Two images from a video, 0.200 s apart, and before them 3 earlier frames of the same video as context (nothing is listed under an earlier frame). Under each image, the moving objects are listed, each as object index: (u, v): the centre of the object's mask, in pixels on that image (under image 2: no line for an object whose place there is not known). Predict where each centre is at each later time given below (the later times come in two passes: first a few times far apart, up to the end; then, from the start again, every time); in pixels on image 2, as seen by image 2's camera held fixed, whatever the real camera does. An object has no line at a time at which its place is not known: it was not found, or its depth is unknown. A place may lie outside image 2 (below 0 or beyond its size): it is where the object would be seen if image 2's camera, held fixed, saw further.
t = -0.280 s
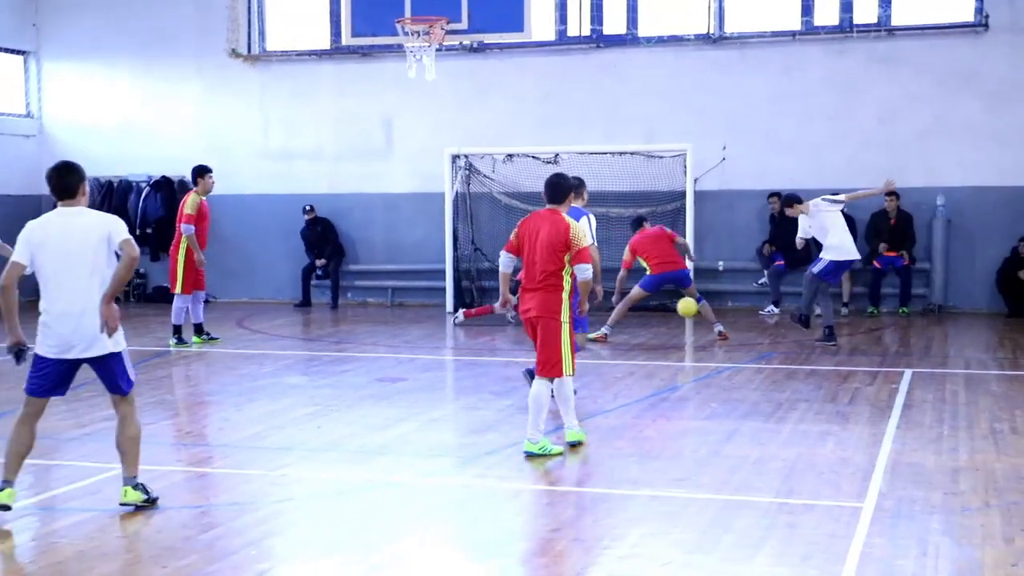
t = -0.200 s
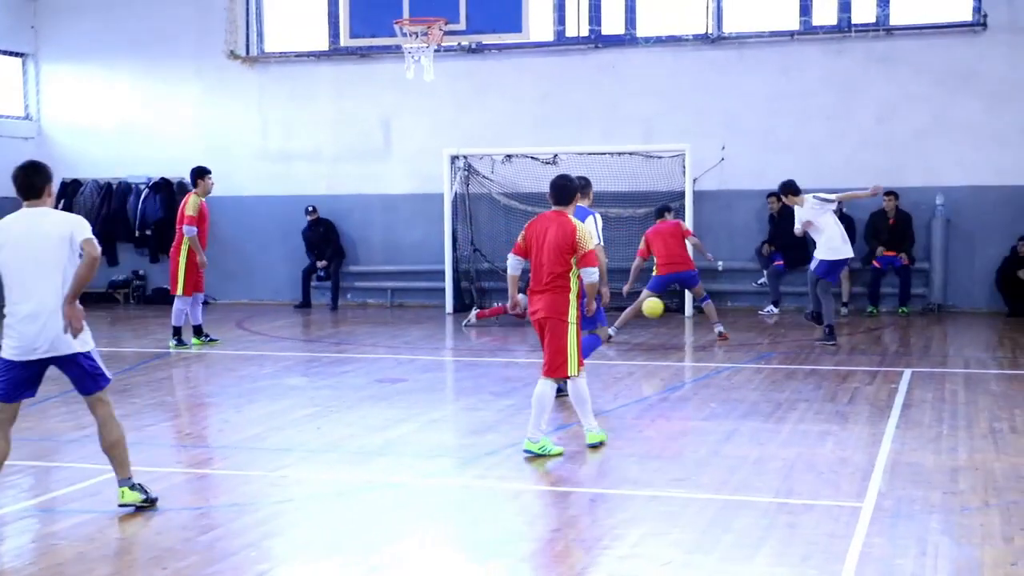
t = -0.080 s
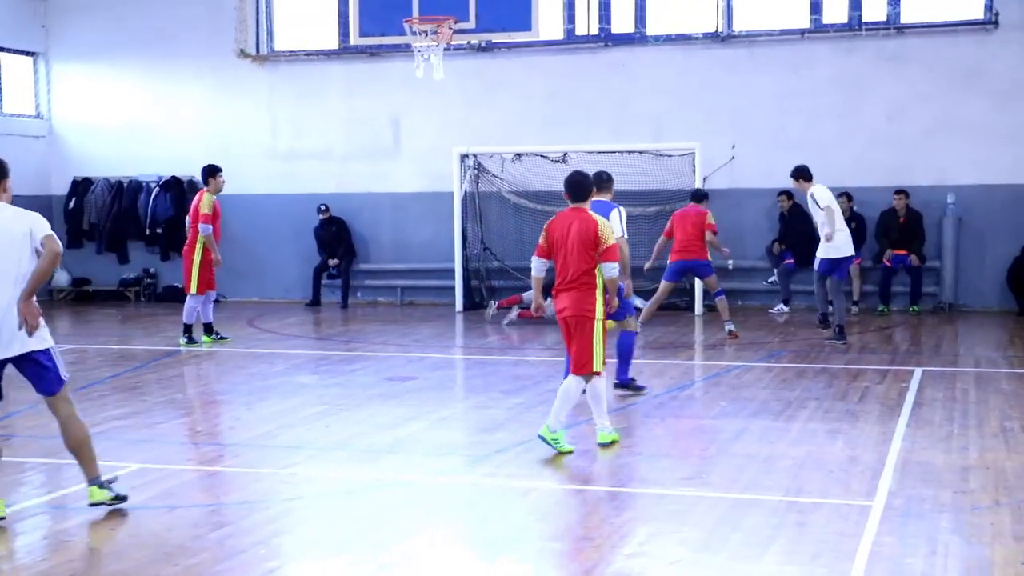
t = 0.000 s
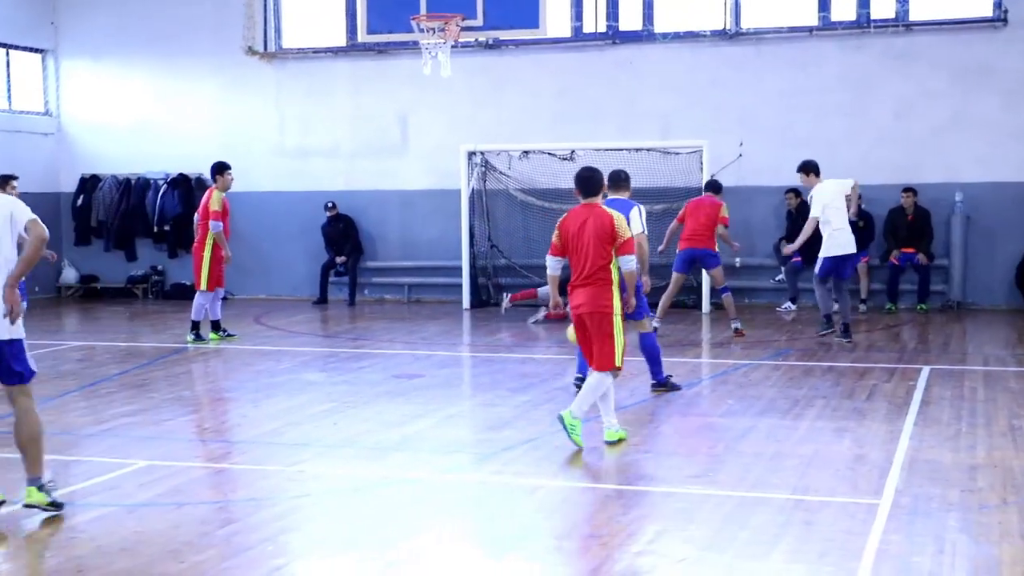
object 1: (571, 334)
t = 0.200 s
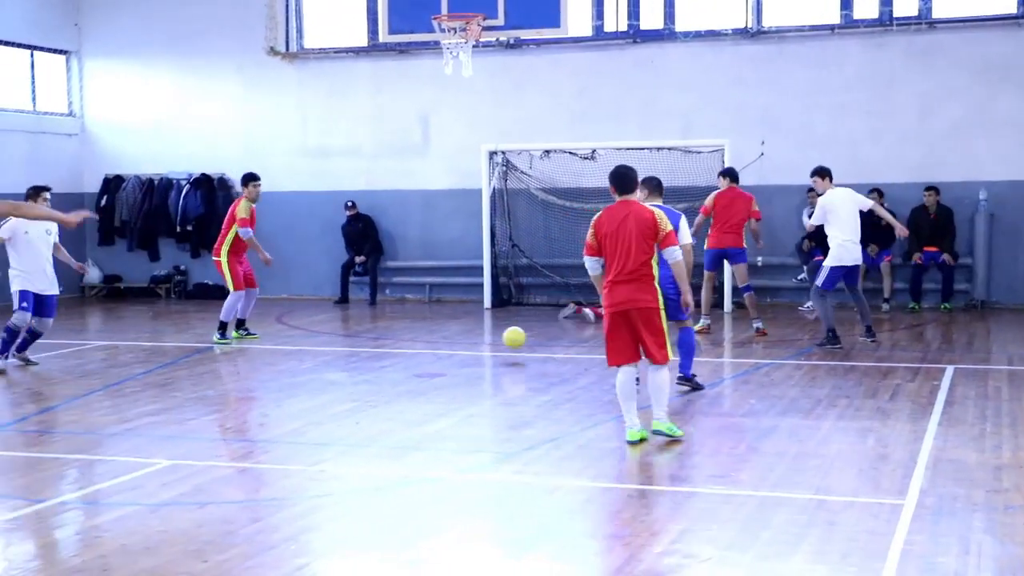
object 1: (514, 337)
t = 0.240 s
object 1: (498, 339)
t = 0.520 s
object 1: (384, 351)
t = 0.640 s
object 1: (335, 355)
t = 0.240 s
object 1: (498, 339)
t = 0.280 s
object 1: (482, 343)
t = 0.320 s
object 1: (465, 348)
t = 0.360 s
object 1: (448, 352)
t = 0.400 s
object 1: (433, 349)
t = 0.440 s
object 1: (416, 348)
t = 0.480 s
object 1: (401, 348)
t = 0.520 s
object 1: (384, 351)
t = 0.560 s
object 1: (367, 355)
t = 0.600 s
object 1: (351, 357)
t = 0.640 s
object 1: (335, 355)
